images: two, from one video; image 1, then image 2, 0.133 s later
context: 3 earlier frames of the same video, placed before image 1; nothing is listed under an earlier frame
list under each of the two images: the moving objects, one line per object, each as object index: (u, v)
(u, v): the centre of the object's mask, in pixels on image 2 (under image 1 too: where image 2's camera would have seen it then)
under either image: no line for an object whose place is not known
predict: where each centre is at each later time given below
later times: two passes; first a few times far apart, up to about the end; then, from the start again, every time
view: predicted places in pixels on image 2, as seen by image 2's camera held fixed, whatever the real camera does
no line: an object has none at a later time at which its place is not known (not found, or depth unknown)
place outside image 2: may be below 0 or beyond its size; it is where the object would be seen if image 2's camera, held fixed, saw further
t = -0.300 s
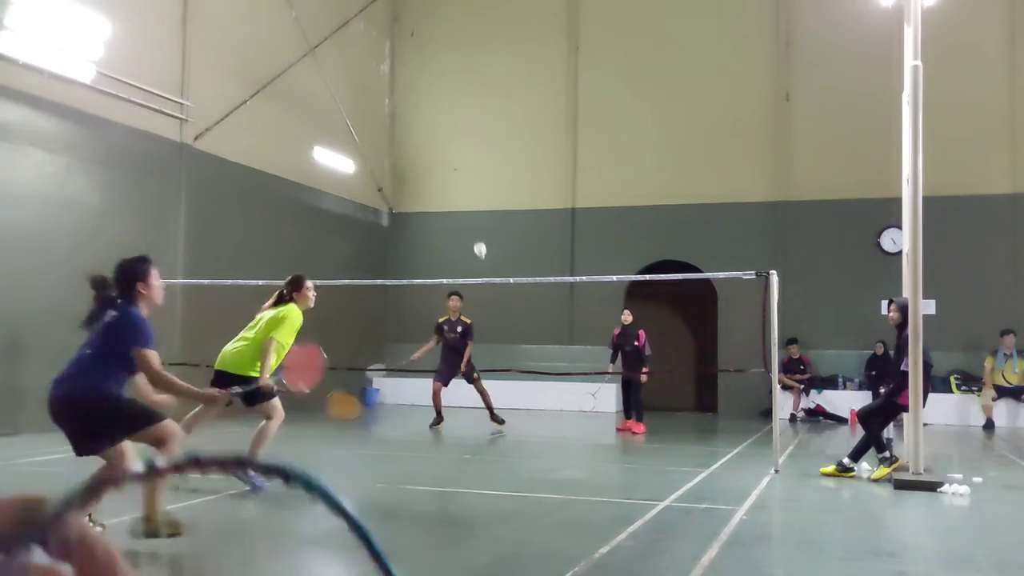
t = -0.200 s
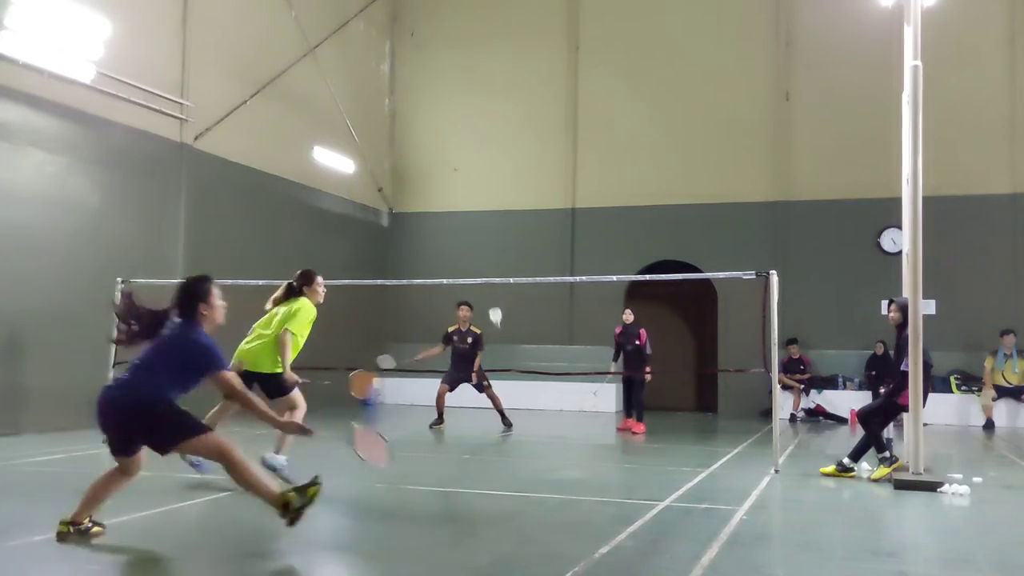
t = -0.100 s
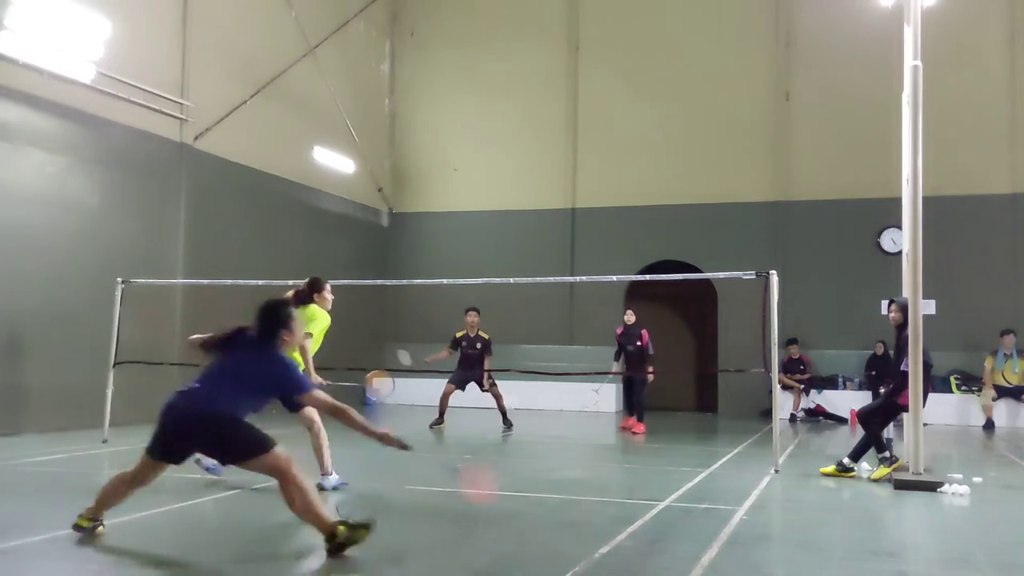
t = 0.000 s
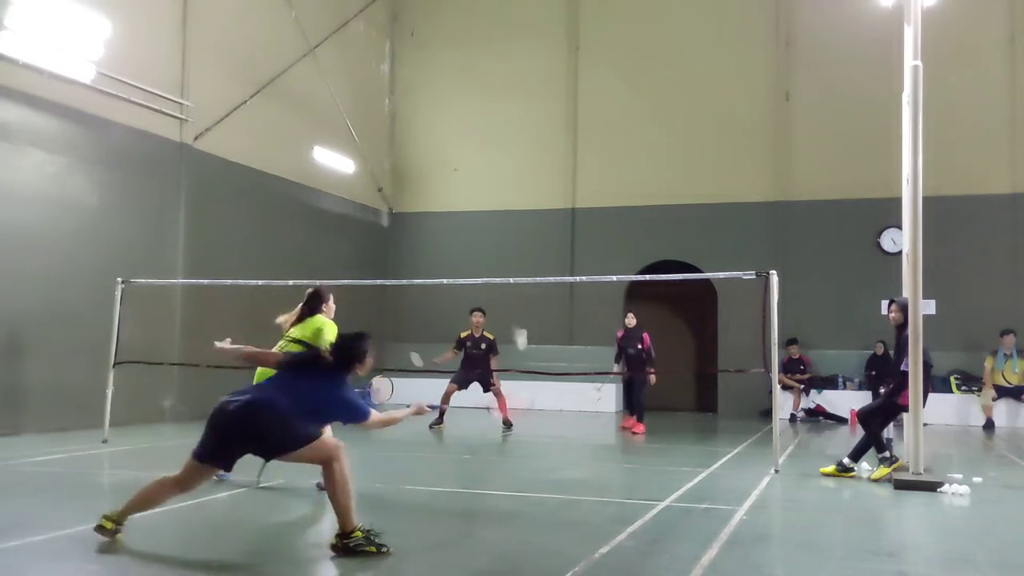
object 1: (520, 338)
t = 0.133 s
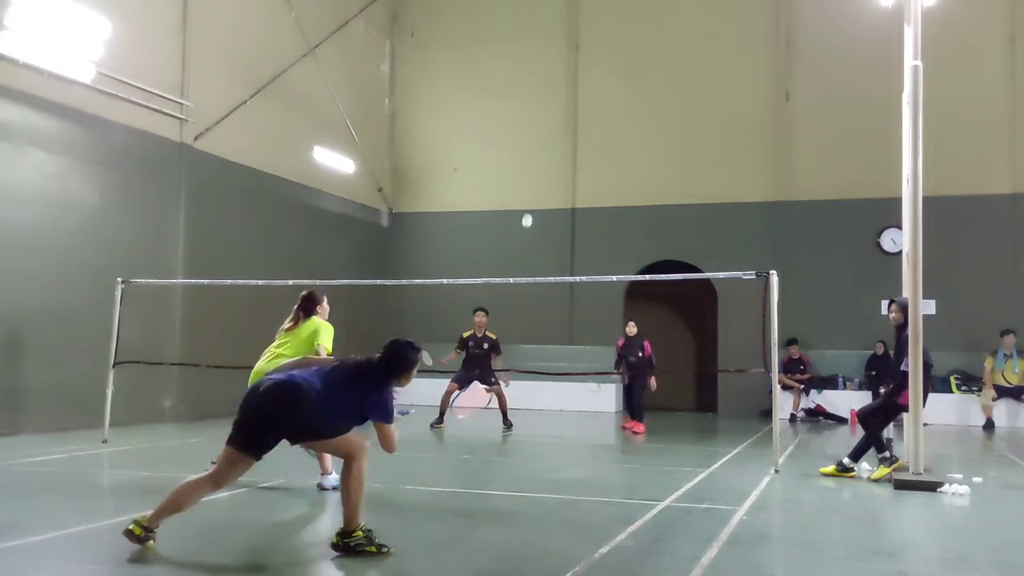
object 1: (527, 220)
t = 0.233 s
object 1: (529, 181)
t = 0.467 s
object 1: (537, 158)
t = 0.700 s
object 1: (545, 194)
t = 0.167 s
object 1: (528, 205)
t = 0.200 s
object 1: (528, 192)
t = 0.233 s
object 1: (529, 181)
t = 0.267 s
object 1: (530, 173)
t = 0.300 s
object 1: (531, 166)
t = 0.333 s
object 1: (532, 161)
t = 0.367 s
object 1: (534, 159)
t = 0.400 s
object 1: (535, 157)
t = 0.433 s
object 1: (536, 157)
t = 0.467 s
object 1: (537, 158)
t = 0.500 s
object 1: (538, 160)
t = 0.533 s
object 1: (539, 163)
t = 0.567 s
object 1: (540, 168)
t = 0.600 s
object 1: (541, 173)
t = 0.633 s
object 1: (543, 179)
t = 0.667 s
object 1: (544, 186)
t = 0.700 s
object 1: (545, 194)
